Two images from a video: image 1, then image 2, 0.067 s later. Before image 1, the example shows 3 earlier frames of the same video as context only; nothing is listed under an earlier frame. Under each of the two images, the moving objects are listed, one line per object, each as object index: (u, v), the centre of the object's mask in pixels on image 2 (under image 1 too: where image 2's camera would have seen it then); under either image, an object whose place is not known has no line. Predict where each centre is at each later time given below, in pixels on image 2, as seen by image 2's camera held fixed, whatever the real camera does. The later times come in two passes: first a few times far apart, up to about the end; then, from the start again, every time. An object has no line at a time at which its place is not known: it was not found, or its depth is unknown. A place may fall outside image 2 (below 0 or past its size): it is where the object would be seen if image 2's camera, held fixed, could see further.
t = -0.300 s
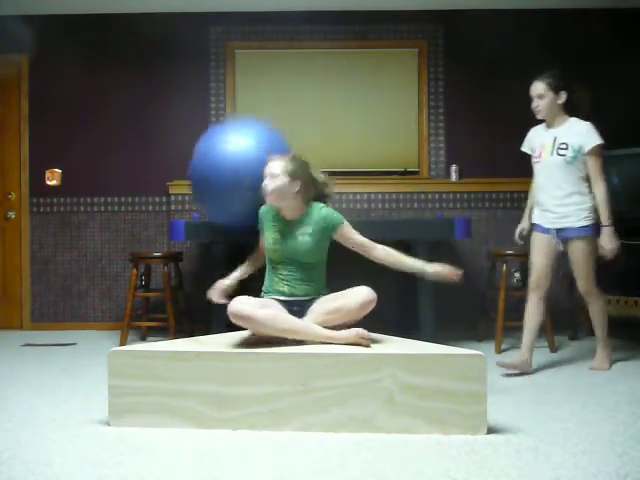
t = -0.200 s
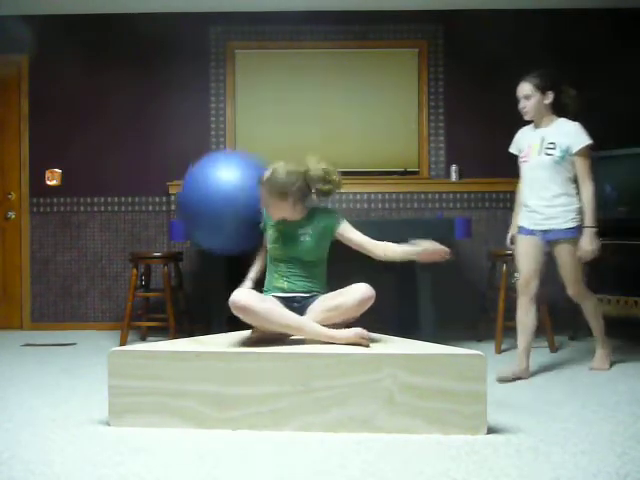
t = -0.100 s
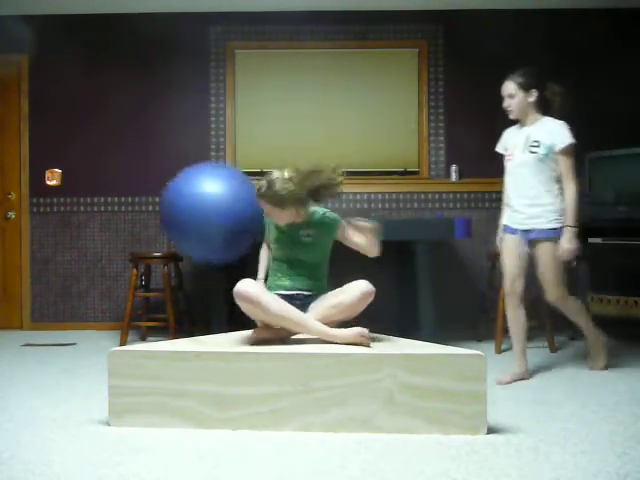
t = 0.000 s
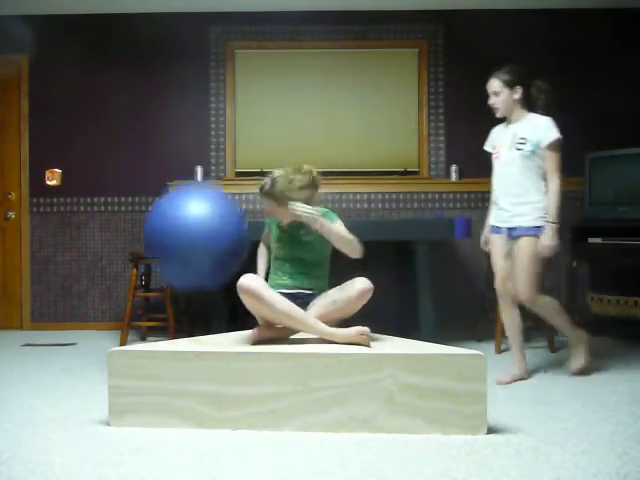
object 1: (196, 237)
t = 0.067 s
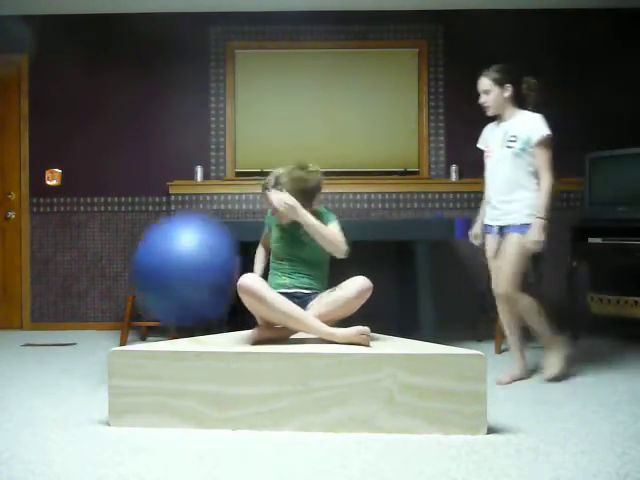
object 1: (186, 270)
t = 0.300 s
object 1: (151, 305)
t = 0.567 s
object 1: (111, 328)
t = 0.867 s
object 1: (80, 338)
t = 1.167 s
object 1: (64, 349)
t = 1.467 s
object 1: (73, 344)
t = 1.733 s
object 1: (94, 338)
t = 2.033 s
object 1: (113, 330)
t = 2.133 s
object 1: (115, 329)
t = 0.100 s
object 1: (180, 287)
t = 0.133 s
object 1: (173, 299)
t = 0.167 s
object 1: (168, 313)
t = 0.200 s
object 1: (161, 318)
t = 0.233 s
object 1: (159, 312)
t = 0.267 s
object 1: (156, 308)
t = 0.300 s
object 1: (151, 305)
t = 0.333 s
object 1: (148, 304)
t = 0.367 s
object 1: (143, 305)
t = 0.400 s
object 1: (139, 308)
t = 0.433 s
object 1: (133, 312)
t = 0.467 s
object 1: (126, 319)
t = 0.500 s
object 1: (119, 329)
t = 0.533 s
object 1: (113, 333)
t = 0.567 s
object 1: (111, 328)
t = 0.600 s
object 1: (109, 326)
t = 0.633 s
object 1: (105, 325)
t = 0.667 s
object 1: (102, 326)
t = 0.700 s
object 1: (96, 330)
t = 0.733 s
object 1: (92, 335)
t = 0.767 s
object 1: (87, 343)
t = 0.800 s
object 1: (85, 342)
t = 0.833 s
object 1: (83, 339)
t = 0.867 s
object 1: (80, 338)
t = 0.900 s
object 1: (78, 339)
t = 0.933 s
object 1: (75, 342)
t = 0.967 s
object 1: (71, 346)
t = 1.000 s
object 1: (69, 348)
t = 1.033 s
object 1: (68, 346)
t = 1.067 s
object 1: (67, 345)
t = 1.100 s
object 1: (66, 345)
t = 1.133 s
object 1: (65, 346)
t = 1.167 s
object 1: (64, 349)
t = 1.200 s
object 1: (64, 349)
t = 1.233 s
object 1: (65, 347)
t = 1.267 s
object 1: (65, 346)
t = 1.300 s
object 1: (66, 346)
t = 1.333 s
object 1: (67, 348)
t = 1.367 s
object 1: (67, 347)
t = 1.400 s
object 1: (69, 347)
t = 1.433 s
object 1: (71, 345)
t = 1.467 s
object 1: (73, 344)
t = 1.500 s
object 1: (75, 344)
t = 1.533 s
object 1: (77, 344)
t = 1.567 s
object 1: (80, 343)
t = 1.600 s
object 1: (82, 341)
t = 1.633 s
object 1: (85, 340)
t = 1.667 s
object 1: (88, 339)
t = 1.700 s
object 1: (91, 339)
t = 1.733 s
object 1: (94, 338)
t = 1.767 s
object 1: (96, 336)
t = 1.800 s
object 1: (98, 335)
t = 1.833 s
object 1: (101, 334)
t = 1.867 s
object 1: (103, 333)
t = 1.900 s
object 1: (106, 333)
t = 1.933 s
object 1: (108, 331)
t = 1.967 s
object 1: (110, 331)
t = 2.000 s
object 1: (112, 330)
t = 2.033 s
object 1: (113, 330)
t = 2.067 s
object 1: (114, 329)
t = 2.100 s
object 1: (115, 329)
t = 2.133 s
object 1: (115, 329)
